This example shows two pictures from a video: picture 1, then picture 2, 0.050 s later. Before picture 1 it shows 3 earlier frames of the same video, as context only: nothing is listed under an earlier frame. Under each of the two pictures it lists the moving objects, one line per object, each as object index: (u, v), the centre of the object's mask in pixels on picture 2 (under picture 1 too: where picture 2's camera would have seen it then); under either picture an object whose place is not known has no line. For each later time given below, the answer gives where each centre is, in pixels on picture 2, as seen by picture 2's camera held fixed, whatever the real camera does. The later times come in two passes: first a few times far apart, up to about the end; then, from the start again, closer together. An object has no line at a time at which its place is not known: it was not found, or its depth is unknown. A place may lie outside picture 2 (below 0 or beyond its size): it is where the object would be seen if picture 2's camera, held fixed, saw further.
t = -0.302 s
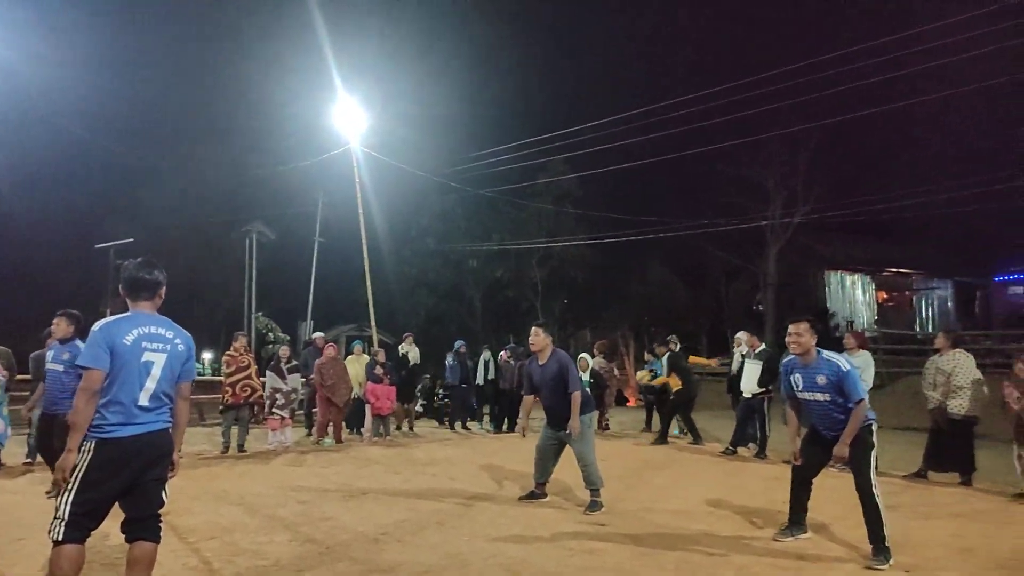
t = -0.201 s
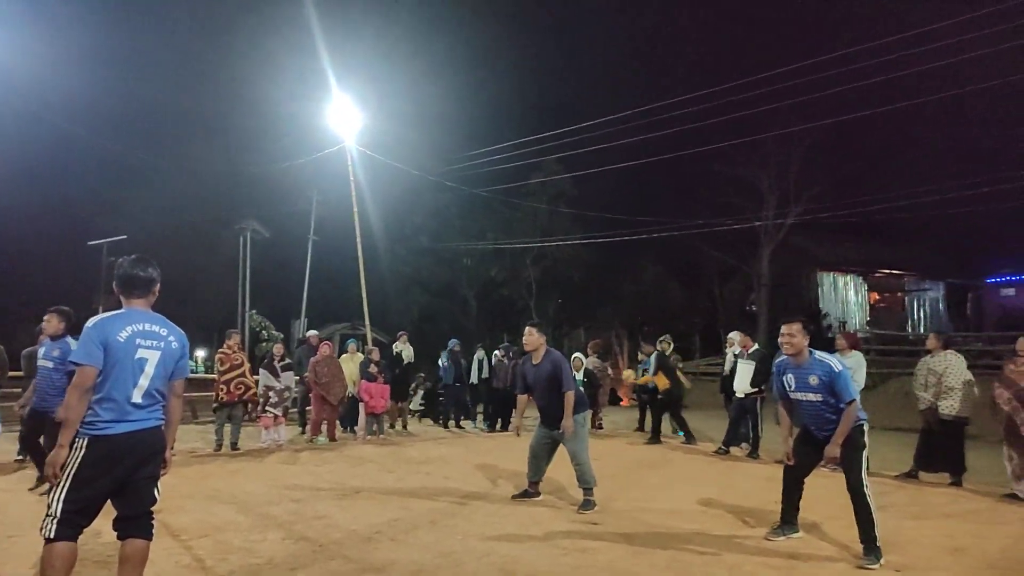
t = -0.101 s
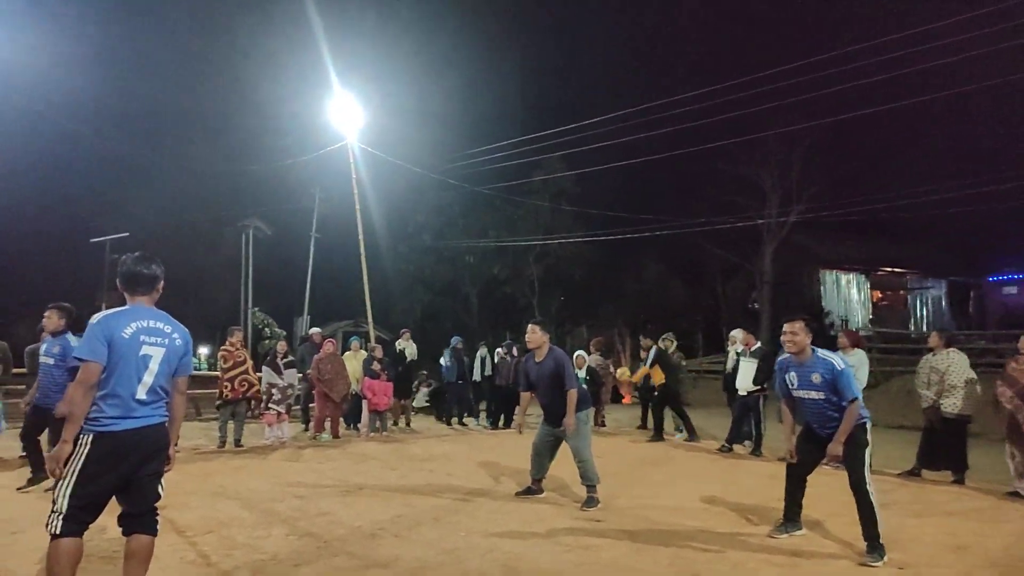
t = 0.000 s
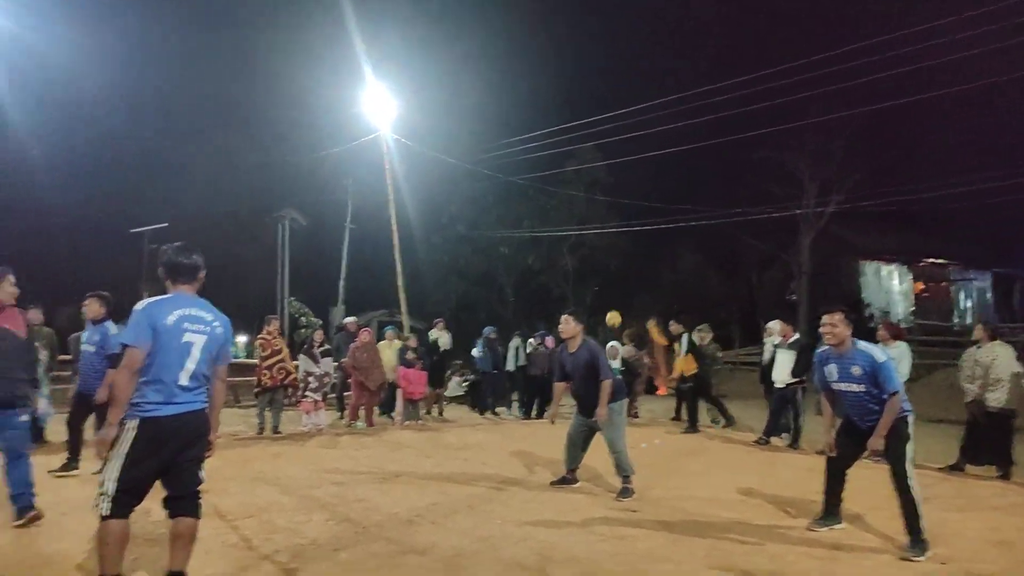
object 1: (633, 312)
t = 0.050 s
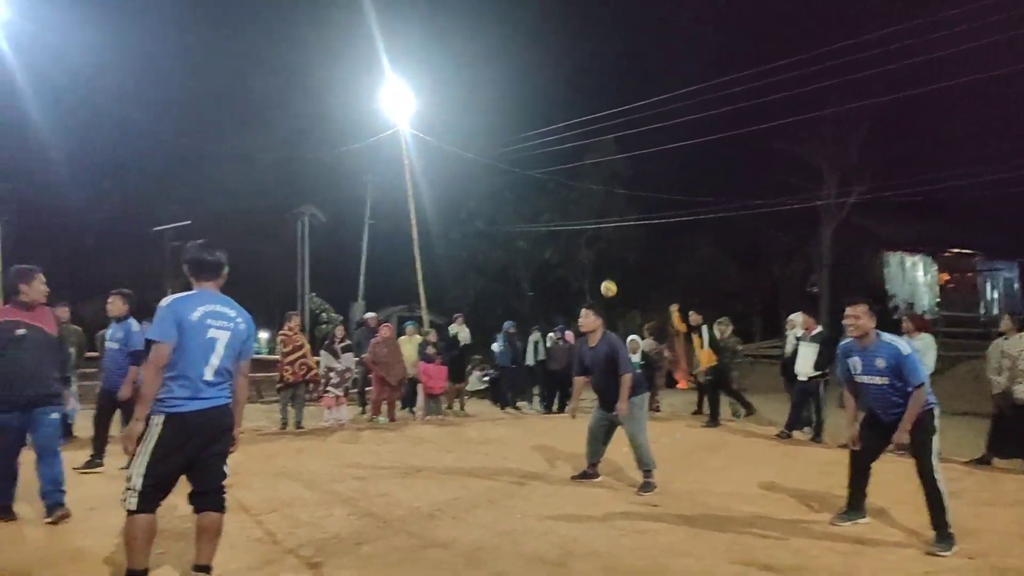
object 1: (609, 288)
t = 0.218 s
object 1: (520, 216)
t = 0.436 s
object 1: (376, 138)
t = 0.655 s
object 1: (183, 90)
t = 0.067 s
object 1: (600, 281)
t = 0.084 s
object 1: (591, 273)
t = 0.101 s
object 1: (583, 265)
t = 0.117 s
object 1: (574, 258)
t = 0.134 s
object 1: (566, 251)
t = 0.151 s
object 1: (557, 243)
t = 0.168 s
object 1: (547, 237)
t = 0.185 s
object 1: (538, 230)
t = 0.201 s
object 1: (530, 222)
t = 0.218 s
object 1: (520, 216)
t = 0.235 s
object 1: (510, 209)
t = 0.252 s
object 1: (501, 202)
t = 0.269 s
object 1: (490, 197)
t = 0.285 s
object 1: (480, 190)
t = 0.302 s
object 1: (470, 184)
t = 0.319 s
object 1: (458, 178)
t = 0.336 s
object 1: (449, 171)
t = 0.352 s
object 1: (438, 166)
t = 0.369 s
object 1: (427, 161)
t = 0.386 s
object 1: (417, 154)
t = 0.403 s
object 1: (399, 149)
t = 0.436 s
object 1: (376, 138)
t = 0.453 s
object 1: (365, 134)
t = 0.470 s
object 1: (352, 129)
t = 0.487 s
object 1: (338, 124)
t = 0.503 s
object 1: (325, 120)
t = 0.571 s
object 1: (265, 104)
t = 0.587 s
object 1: (250, 101)
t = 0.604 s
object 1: (233, 98)
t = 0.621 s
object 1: (216, 95)
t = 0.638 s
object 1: (200, 92)
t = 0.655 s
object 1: (183, 90)
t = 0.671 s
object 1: (166, 88)
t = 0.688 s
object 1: (148, 86)
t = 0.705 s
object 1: (129, 84)
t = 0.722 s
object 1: (110, 82)
